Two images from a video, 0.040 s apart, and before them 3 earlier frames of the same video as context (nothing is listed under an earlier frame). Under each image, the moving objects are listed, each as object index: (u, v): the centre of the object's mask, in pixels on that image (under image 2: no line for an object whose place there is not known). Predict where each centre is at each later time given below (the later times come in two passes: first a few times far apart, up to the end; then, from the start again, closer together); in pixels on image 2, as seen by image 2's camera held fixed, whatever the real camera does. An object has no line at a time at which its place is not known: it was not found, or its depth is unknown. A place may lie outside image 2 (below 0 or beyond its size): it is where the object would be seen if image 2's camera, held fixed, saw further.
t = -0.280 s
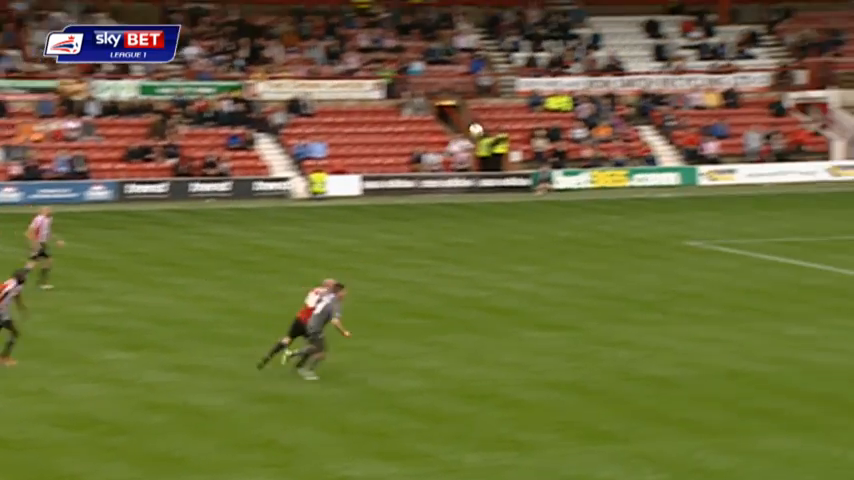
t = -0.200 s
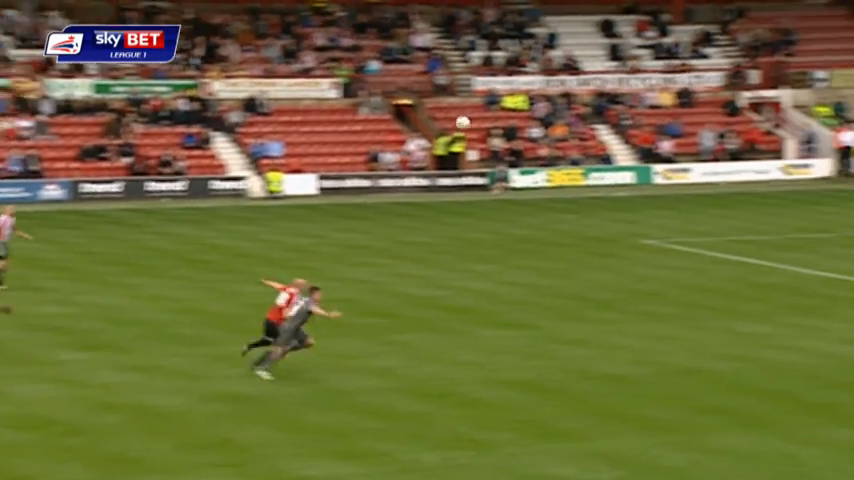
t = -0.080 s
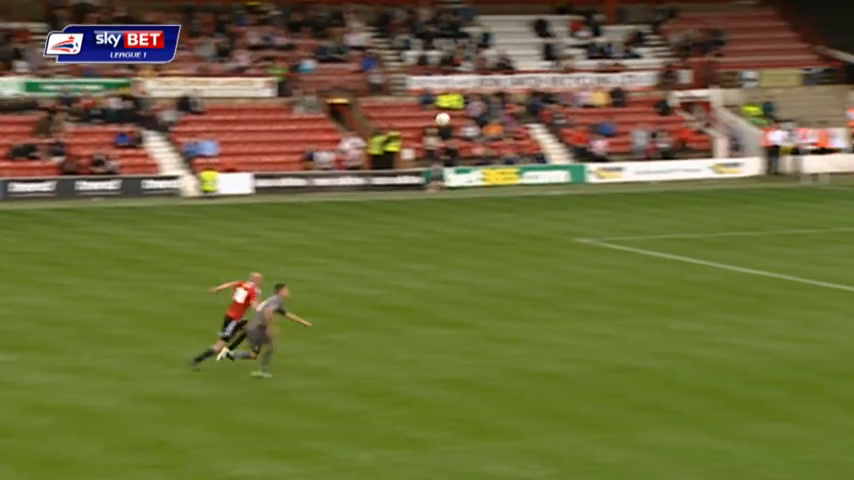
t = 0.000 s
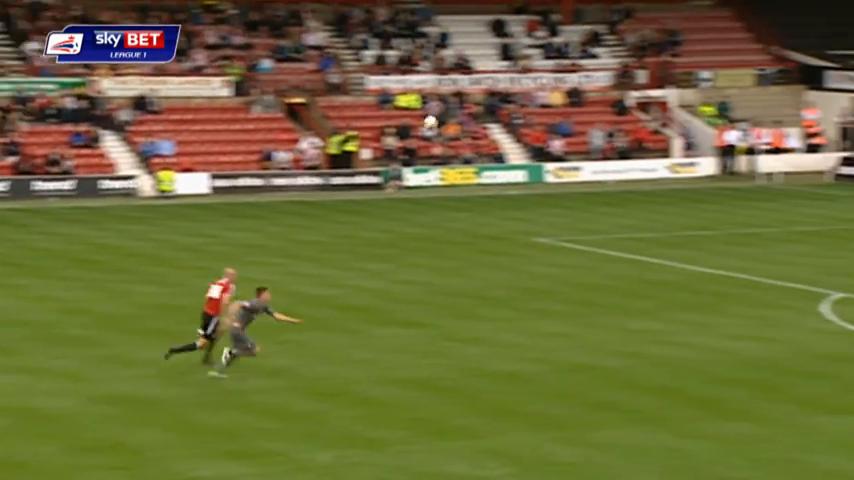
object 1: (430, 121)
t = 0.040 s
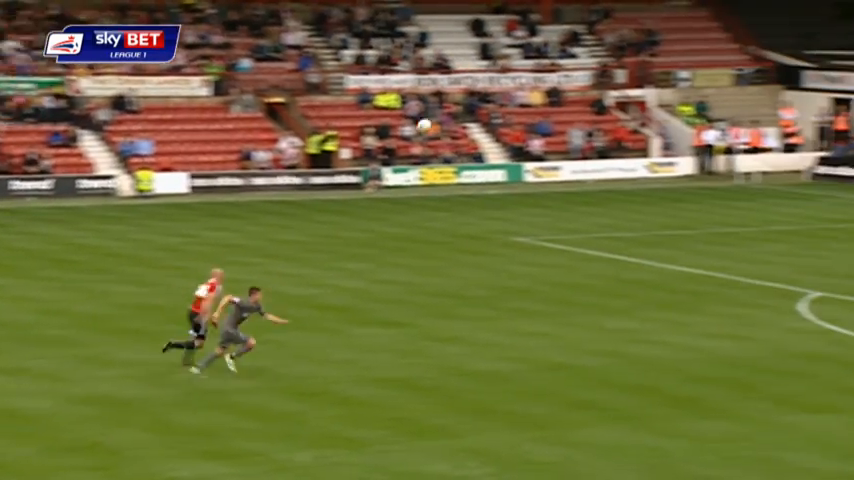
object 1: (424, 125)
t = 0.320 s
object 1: (521, 175)
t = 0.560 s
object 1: (601, 256)
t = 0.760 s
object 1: (665, 348)
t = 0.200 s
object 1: (480, 148)
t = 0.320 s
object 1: (521, 175)
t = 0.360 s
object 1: (535, 186)
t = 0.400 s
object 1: (548, 198)
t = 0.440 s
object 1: (562, 211)
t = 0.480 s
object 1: (575, 225)
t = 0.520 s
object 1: (588, 241)
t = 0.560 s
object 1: (601, 256)
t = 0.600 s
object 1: (614, 273)
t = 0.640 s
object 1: (627, 289)
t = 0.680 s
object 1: (640, 309)
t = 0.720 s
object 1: (652, 328)
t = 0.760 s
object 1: (665, 348)
